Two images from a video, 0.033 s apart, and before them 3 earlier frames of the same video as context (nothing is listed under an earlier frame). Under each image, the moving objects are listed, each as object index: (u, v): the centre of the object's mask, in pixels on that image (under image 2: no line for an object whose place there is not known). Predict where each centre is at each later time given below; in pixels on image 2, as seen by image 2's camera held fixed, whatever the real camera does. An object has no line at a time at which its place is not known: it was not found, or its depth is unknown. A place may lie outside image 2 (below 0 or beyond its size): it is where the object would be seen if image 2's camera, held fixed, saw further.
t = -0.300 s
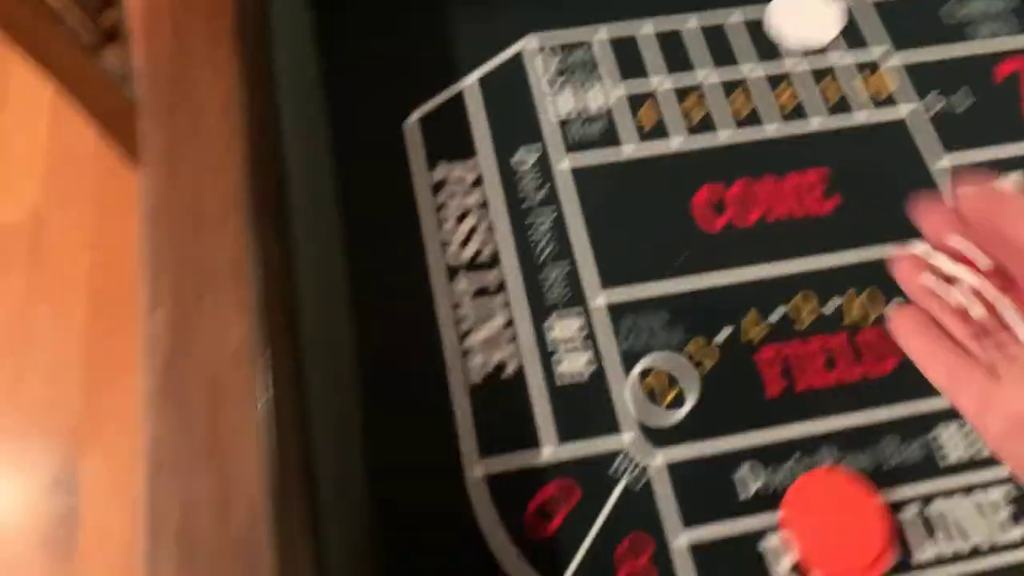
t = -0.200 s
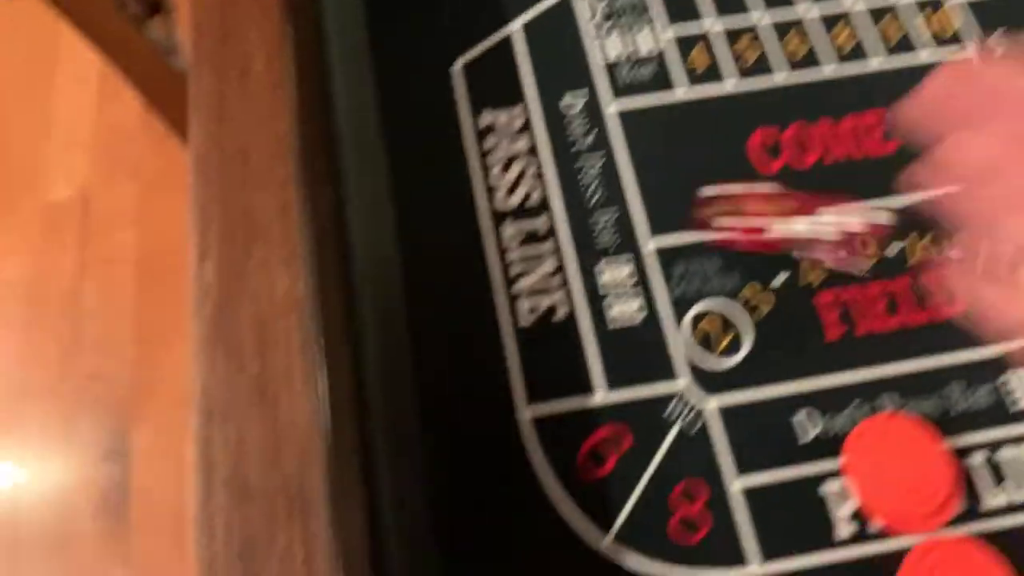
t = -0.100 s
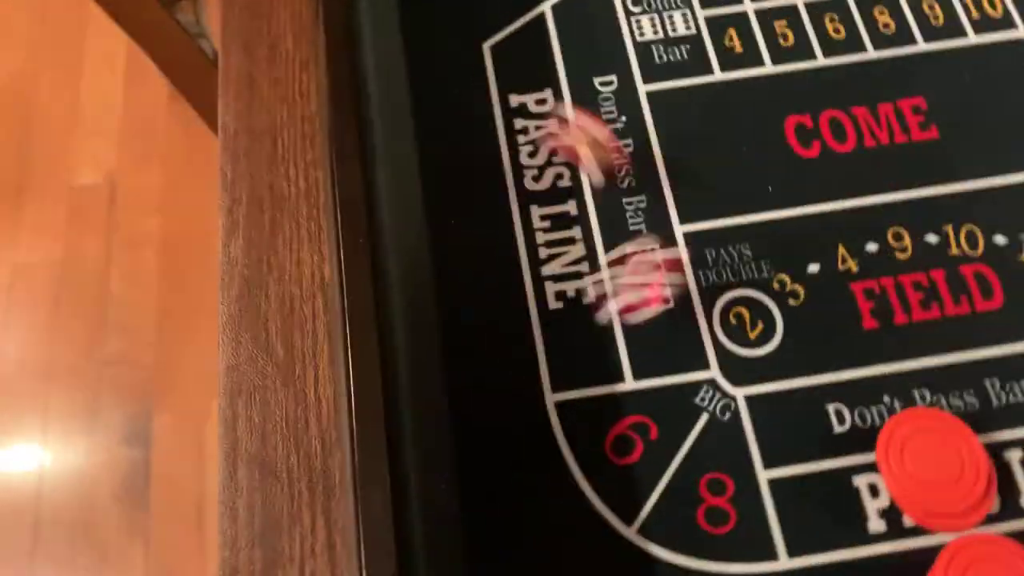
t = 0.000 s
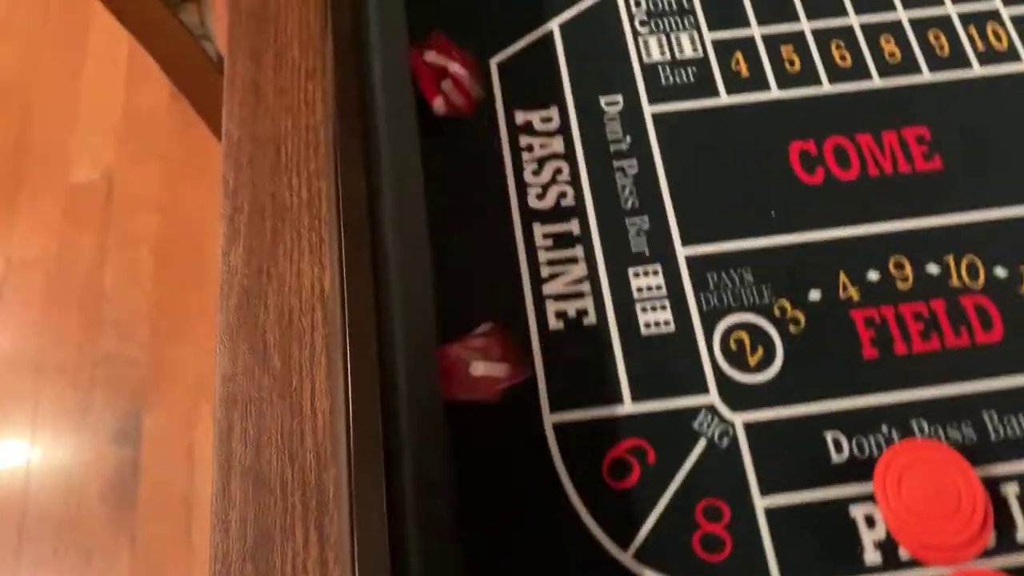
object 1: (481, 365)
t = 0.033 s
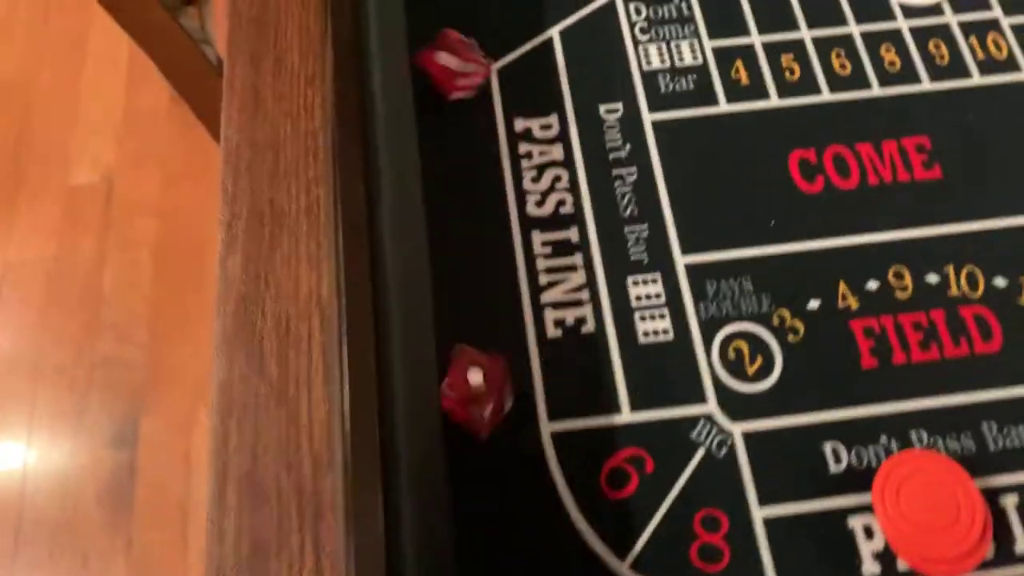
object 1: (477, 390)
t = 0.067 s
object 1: (489, 407)
